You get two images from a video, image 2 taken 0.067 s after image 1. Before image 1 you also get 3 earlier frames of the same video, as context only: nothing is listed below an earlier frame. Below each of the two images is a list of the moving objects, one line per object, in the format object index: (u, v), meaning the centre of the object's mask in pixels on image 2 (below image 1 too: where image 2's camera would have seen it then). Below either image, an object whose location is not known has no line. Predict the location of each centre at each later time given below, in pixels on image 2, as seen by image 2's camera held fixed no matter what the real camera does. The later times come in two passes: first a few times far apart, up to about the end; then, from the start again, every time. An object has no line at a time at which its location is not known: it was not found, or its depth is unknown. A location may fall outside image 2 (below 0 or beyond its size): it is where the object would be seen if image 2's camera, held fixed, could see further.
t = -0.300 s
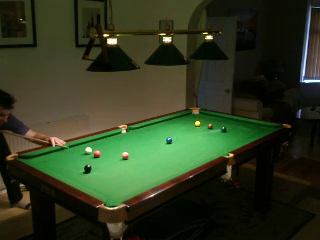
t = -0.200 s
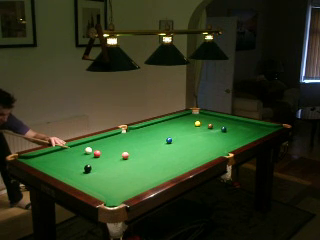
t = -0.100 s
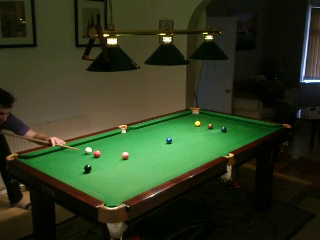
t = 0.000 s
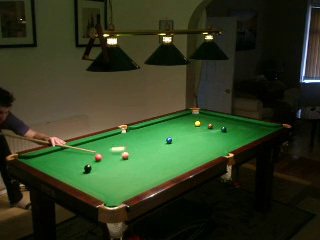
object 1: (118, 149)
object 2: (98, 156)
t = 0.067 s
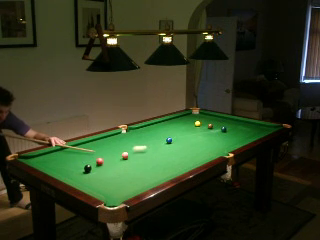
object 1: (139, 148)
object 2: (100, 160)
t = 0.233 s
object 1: (186, 145)
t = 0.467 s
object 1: (235, 141)
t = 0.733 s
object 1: (243, 132)
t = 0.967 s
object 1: (246, 124)
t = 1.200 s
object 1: (236, 122)
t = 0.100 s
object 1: (150, 147)
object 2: (100, 162)
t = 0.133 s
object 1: (160, 147)
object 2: (101, 164)
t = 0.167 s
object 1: (169, 146)
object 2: (101, 166)
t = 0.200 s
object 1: (178, 145)
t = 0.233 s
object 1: (186, 145)
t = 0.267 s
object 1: (194, 144)
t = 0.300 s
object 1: (202, 144)
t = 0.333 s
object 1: (209, 143)
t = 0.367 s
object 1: (216, 142)
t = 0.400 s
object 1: (222, 142)
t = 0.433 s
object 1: (228, 141)
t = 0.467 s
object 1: (235, 141)
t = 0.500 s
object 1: (241, 140)
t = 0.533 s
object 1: (241, 139)
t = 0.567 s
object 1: (241, 138)
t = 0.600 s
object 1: (242, 136)
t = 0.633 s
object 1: (242, 135)
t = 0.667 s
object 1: (242, 134)
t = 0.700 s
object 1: (243, 133)
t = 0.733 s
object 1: (243, 132)
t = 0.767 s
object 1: (244, 130)
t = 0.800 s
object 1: (244, 129)
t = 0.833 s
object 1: (244, 128)
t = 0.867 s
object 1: (245, 127)
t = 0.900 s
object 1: (245, 126)
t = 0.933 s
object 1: (245, 125)
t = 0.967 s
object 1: (246, 124)
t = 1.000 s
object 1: (246, 123)
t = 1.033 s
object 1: (247, 122)
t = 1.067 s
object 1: (247, 121)
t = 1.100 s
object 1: (244, 121)
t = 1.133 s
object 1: (241, 121)
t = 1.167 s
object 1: (238, 122)
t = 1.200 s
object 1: (236, 122)
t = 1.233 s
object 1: (233, 122)
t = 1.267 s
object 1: (231, 122)
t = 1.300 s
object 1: (228, 122)
